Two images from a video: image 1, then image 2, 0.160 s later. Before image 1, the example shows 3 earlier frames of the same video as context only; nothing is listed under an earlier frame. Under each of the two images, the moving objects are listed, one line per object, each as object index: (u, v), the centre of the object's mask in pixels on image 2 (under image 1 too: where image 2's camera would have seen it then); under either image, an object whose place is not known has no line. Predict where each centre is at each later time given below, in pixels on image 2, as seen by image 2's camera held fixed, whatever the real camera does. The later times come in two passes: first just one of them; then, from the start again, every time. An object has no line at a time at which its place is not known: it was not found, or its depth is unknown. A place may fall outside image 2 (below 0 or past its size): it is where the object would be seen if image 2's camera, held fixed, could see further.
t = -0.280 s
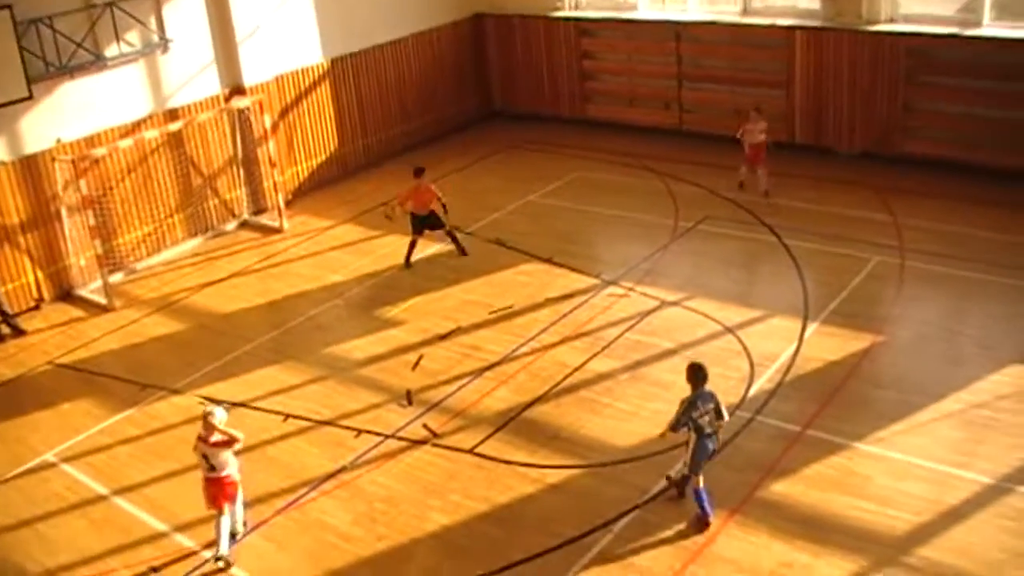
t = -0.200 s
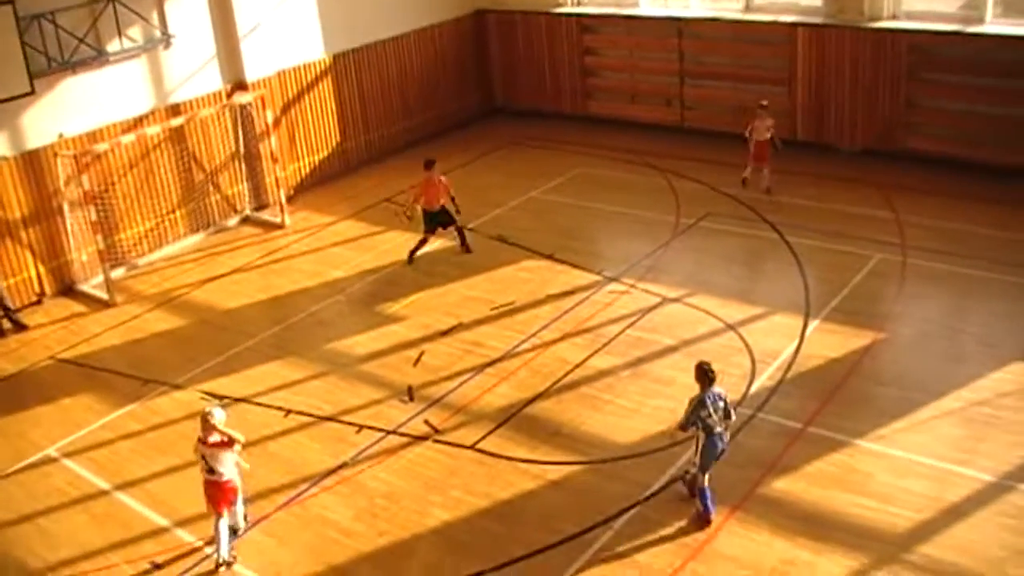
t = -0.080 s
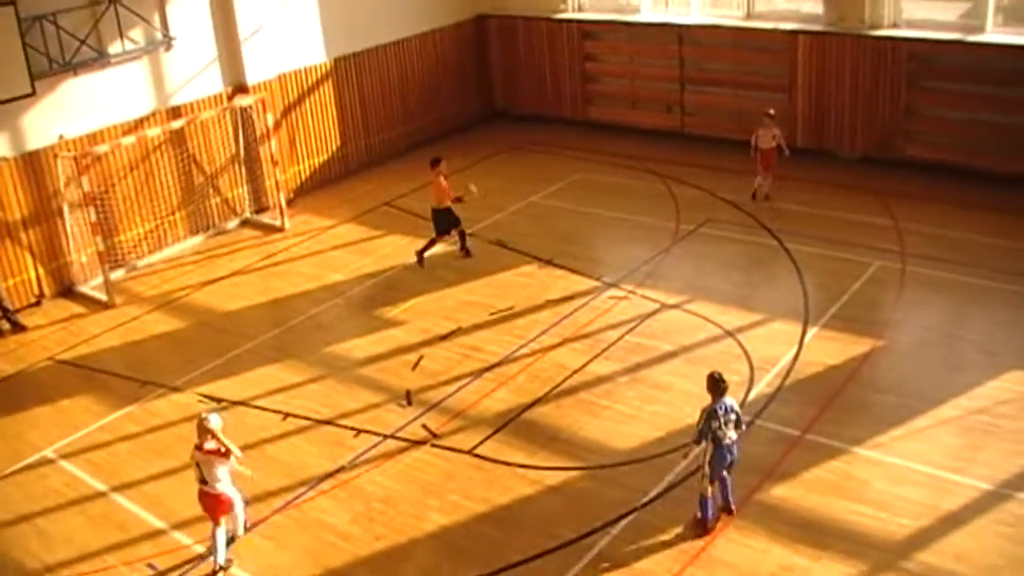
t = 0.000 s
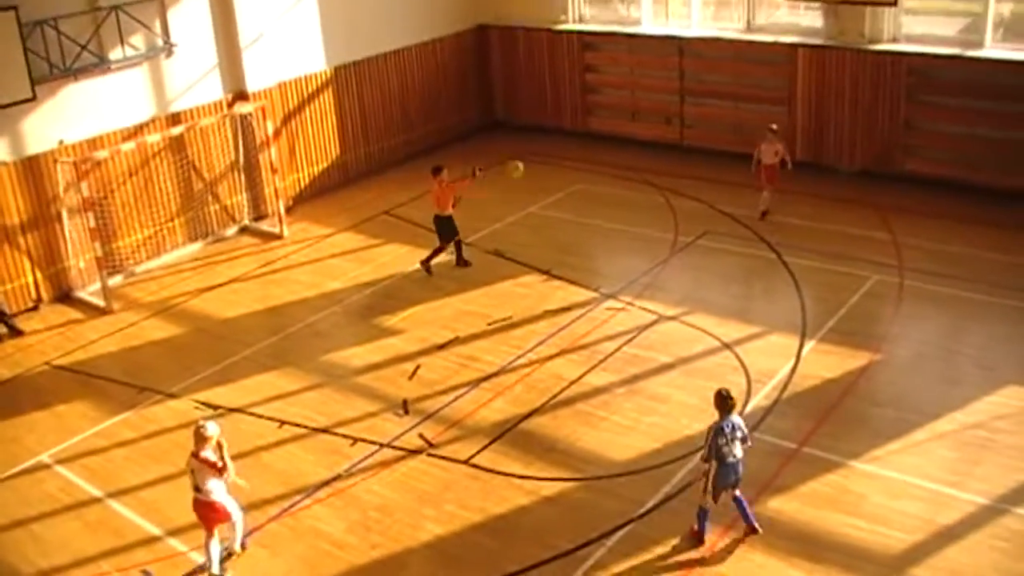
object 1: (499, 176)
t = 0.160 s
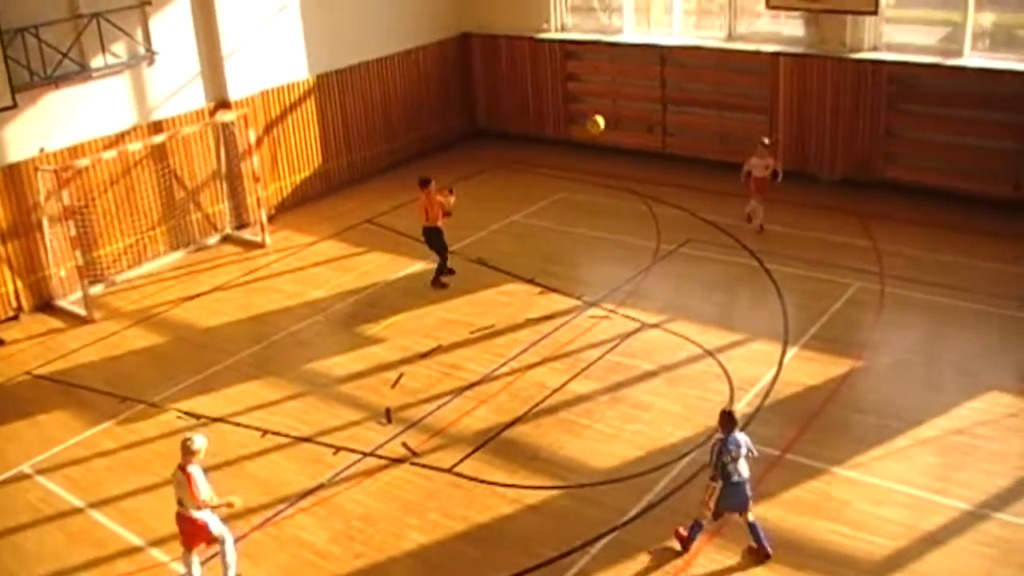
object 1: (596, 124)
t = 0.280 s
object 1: (668, 99)
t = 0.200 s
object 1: (620, 114)
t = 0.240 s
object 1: (645, 106)
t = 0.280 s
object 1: (668, 99)
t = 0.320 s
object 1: (692, 92)
